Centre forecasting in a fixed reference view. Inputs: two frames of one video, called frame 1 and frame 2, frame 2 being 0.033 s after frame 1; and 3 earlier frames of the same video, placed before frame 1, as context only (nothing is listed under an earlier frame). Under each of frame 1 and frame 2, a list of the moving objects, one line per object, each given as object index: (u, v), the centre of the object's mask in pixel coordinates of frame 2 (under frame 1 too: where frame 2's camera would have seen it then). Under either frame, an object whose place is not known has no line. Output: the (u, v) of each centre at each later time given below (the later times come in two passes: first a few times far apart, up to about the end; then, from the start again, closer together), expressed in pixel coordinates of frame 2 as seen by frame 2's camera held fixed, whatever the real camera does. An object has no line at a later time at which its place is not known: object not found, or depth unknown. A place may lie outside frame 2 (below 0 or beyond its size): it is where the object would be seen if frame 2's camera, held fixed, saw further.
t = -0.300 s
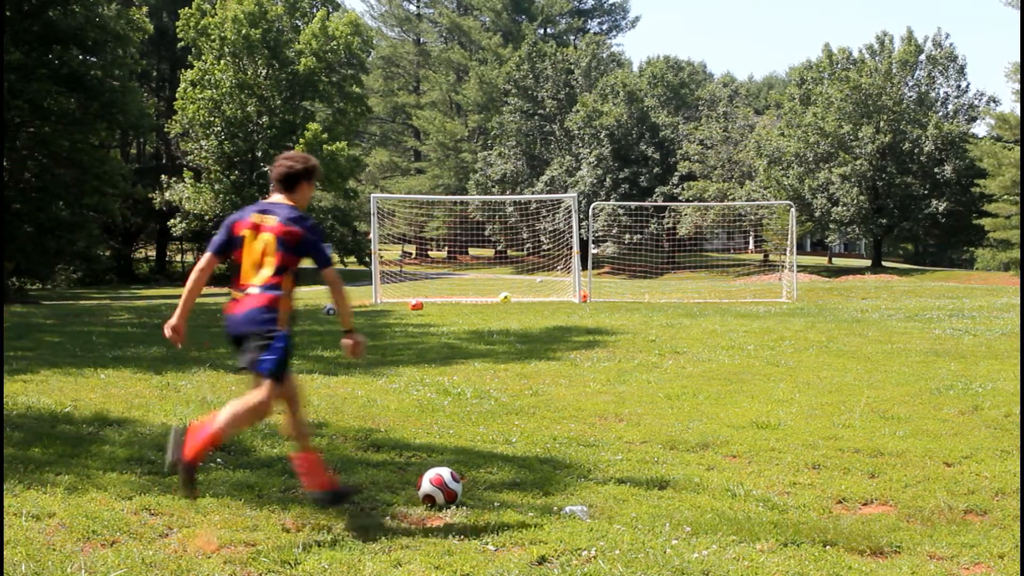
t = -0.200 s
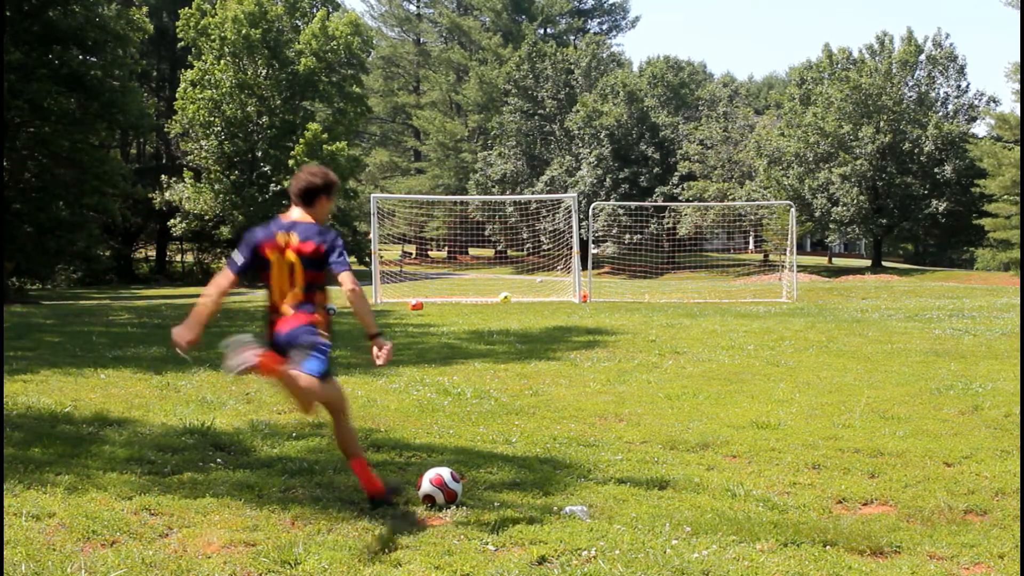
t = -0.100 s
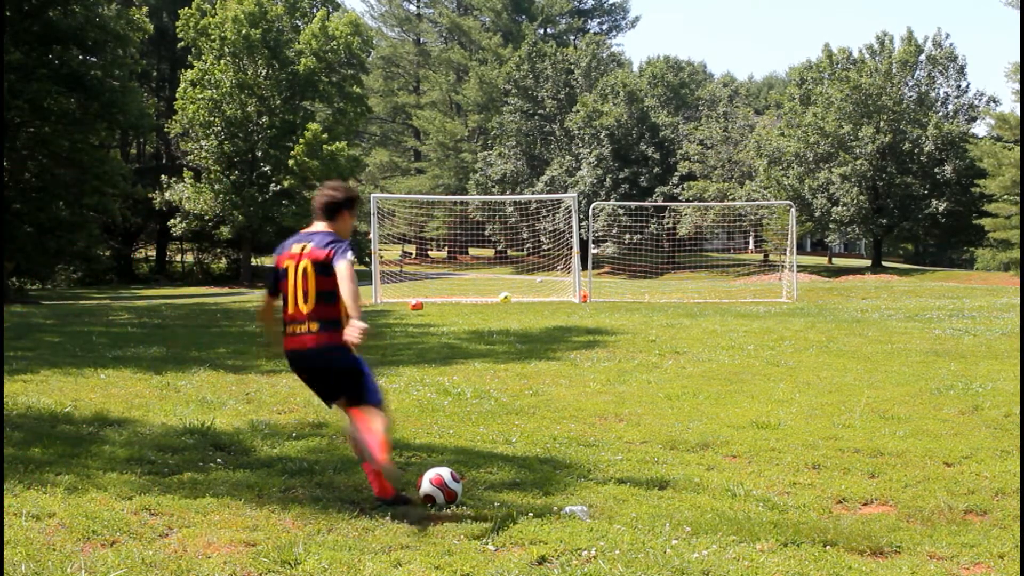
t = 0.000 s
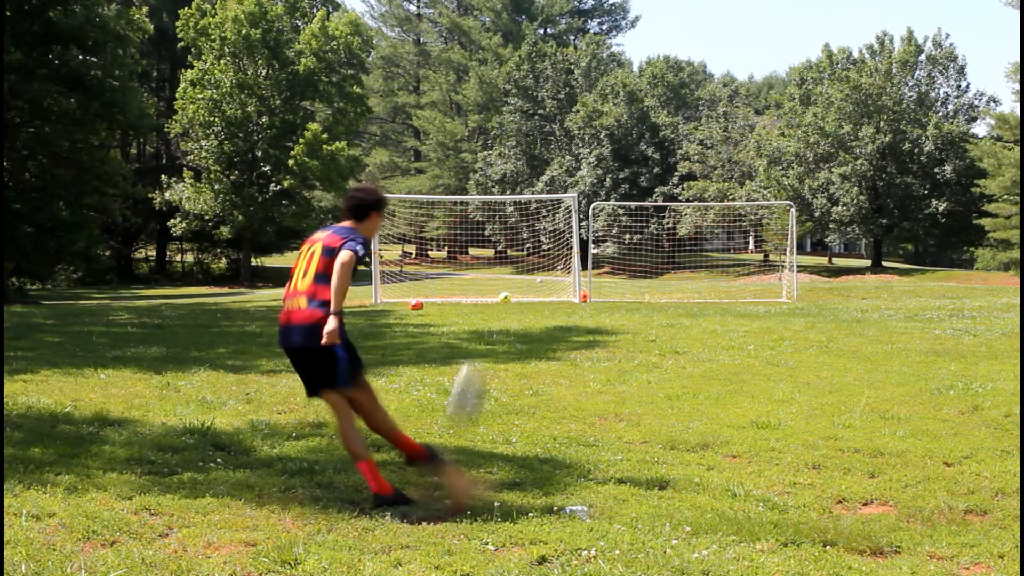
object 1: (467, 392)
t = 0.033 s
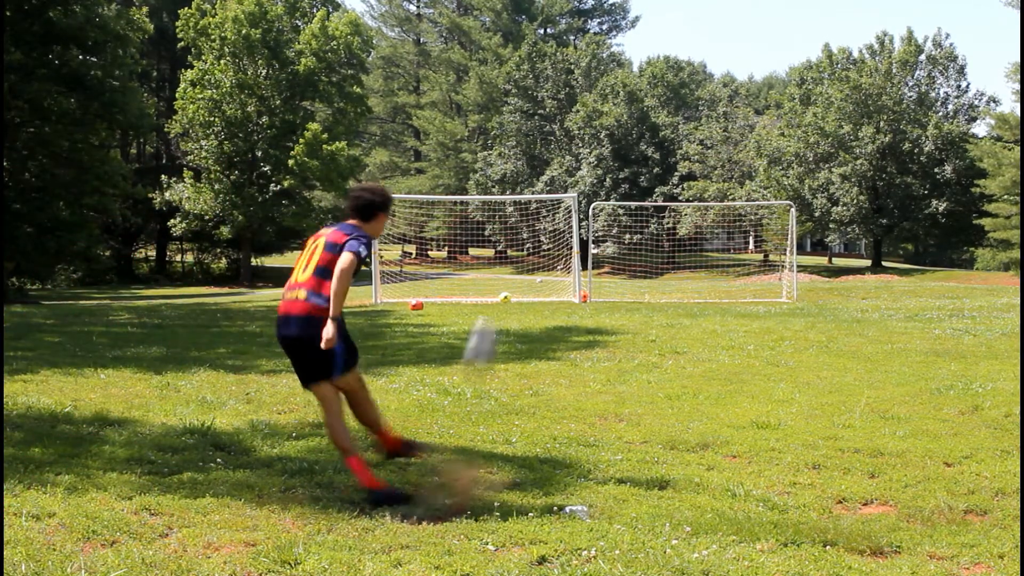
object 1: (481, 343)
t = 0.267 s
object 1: (540, 160)
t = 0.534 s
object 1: (563, 119)
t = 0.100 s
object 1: (505, 267)
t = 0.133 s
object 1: (514, 238)
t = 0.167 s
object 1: (521, 214)
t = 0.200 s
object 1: (528, 191)
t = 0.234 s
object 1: (534, 174)
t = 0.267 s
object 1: (540, 160)
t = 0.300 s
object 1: (544, 150)
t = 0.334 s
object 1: (548, 139)
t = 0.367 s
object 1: (552, 131)
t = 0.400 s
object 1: (555, 126)
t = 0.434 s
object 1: (557, 122)
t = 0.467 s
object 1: (559, 120)
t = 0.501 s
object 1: (561, 118)
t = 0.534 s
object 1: (563, 119)
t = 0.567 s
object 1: (565, 120)
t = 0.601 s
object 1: (567, 123)
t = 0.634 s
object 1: (570, 125)
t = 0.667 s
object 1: (572, 129)
